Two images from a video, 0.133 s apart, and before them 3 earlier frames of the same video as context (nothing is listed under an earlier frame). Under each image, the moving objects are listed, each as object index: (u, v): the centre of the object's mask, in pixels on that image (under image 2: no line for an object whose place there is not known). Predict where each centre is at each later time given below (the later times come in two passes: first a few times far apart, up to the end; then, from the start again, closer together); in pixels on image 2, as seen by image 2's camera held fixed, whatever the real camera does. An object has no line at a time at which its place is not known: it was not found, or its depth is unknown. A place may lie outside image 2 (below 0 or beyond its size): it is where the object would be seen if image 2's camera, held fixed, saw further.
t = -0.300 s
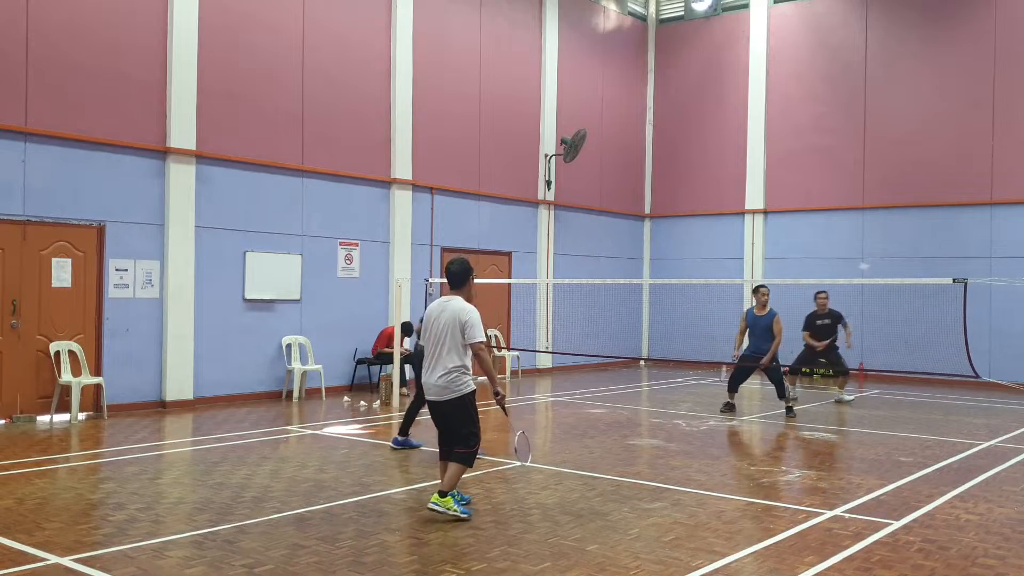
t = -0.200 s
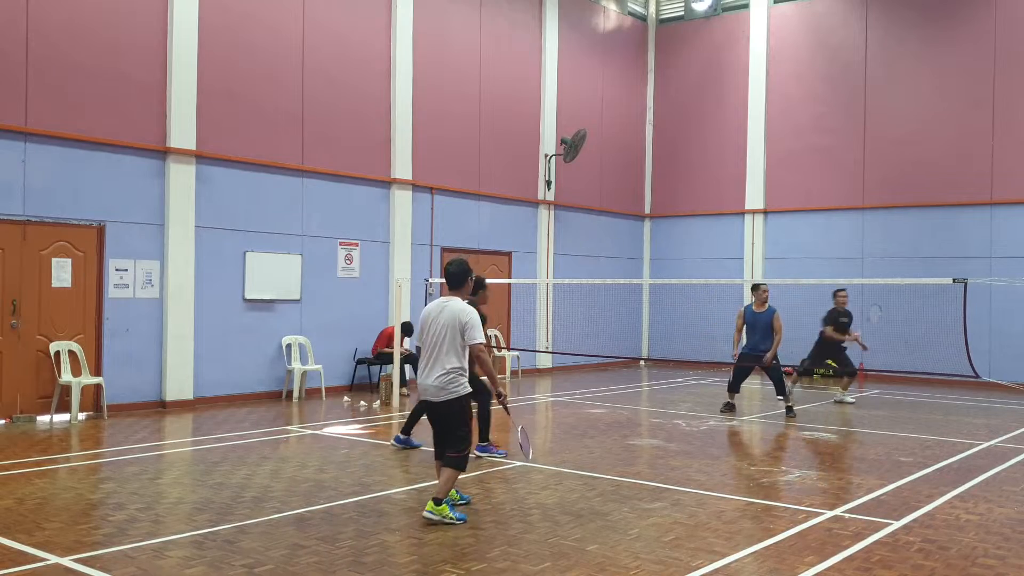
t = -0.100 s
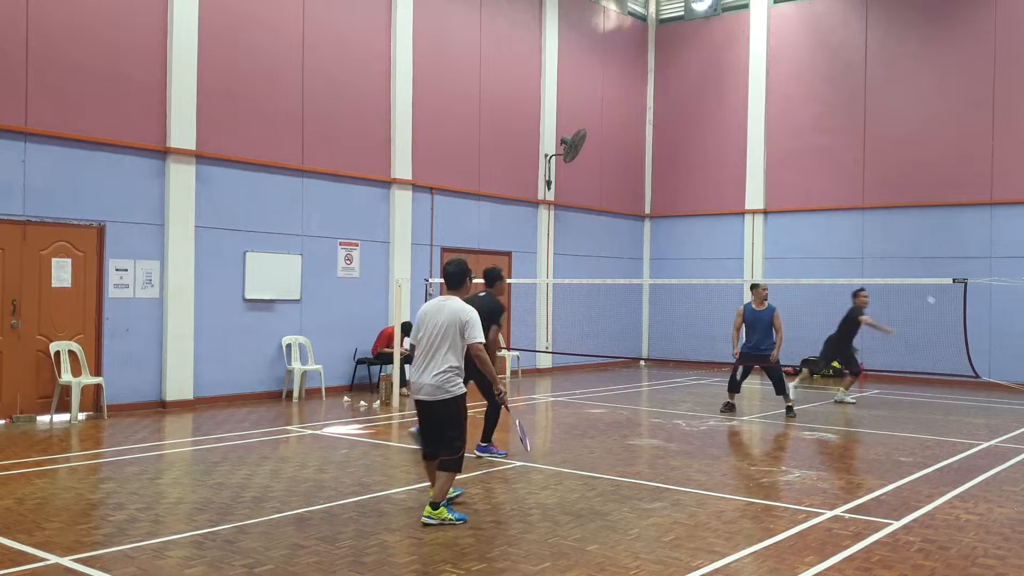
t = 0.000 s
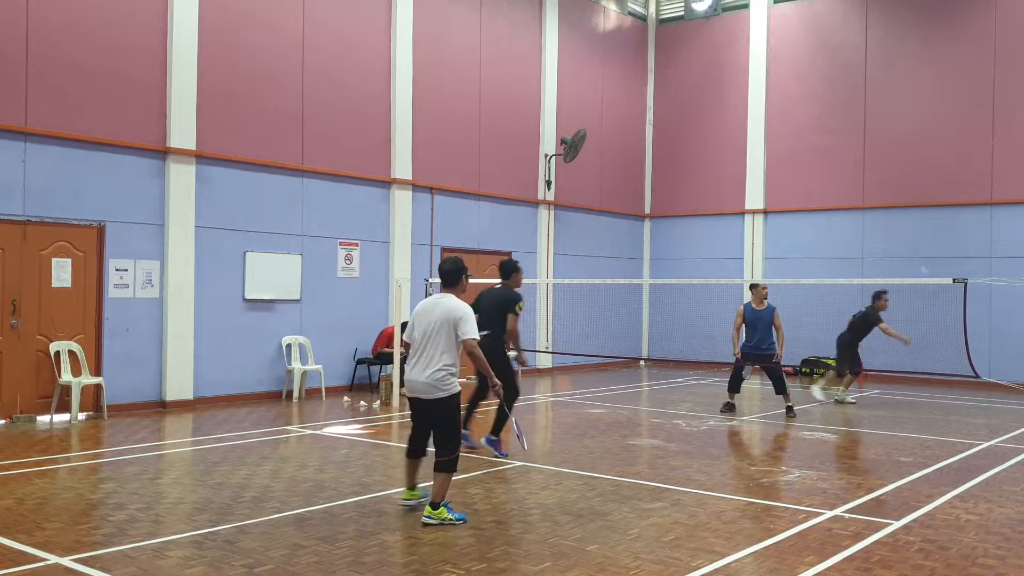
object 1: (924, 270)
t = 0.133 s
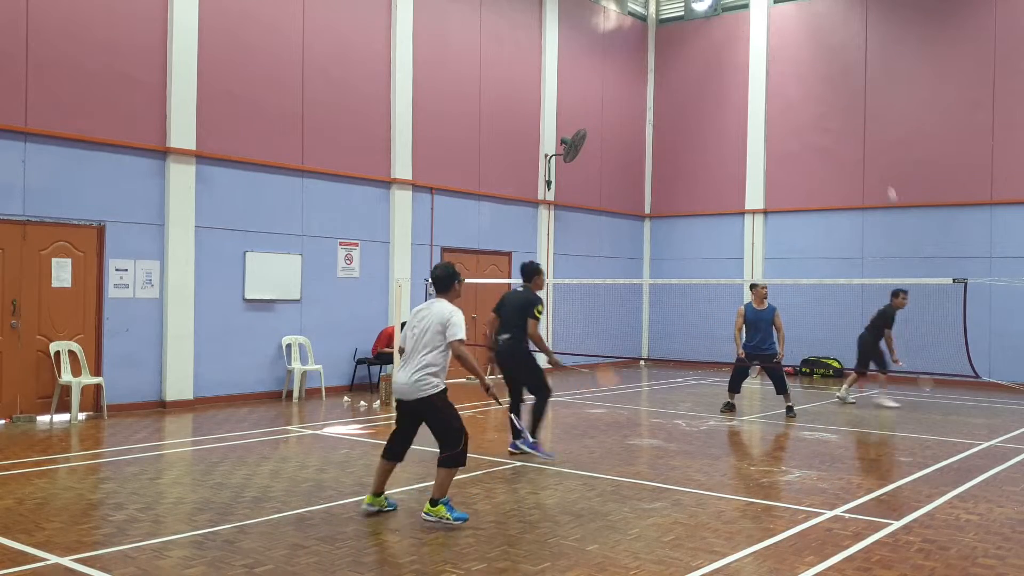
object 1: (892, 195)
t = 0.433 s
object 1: (821, 93)
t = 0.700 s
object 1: (743, 101)
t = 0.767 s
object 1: (724, 121)
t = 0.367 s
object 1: (835, 106)
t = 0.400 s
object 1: (827, 99)
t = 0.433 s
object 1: (821, 93)
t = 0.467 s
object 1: (811, 88)
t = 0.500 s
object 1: (801, 85)
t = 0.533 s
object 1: (792, 82)
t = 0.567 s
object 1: (783, 82)
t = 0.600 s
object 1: (774, 84)
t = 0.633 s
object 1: (765, 88)
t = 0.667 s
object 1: (753, 94)
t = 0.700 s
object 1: (743, 101)
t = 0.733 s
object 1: (734, 110)
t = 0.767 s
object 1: (724, 121)
